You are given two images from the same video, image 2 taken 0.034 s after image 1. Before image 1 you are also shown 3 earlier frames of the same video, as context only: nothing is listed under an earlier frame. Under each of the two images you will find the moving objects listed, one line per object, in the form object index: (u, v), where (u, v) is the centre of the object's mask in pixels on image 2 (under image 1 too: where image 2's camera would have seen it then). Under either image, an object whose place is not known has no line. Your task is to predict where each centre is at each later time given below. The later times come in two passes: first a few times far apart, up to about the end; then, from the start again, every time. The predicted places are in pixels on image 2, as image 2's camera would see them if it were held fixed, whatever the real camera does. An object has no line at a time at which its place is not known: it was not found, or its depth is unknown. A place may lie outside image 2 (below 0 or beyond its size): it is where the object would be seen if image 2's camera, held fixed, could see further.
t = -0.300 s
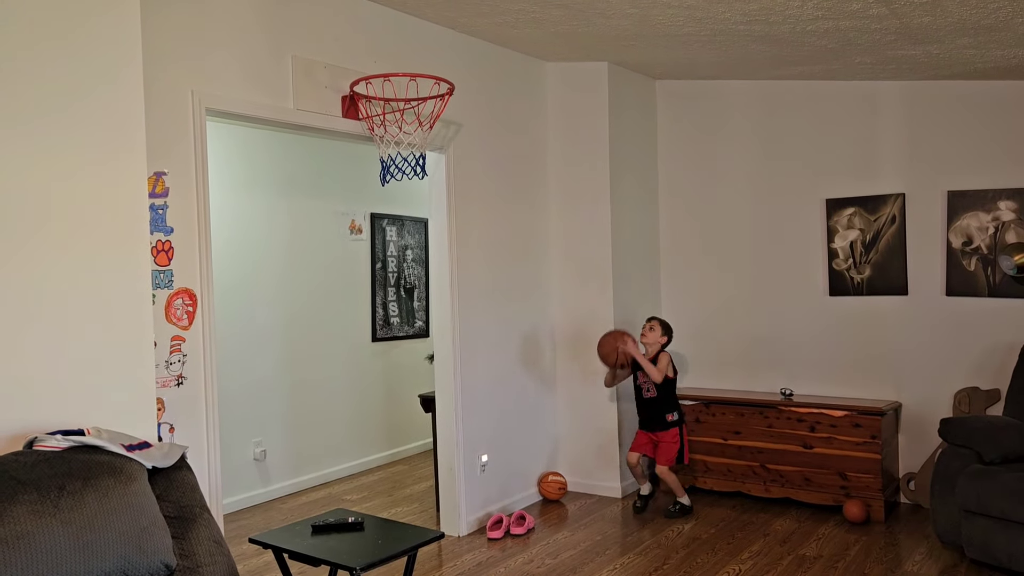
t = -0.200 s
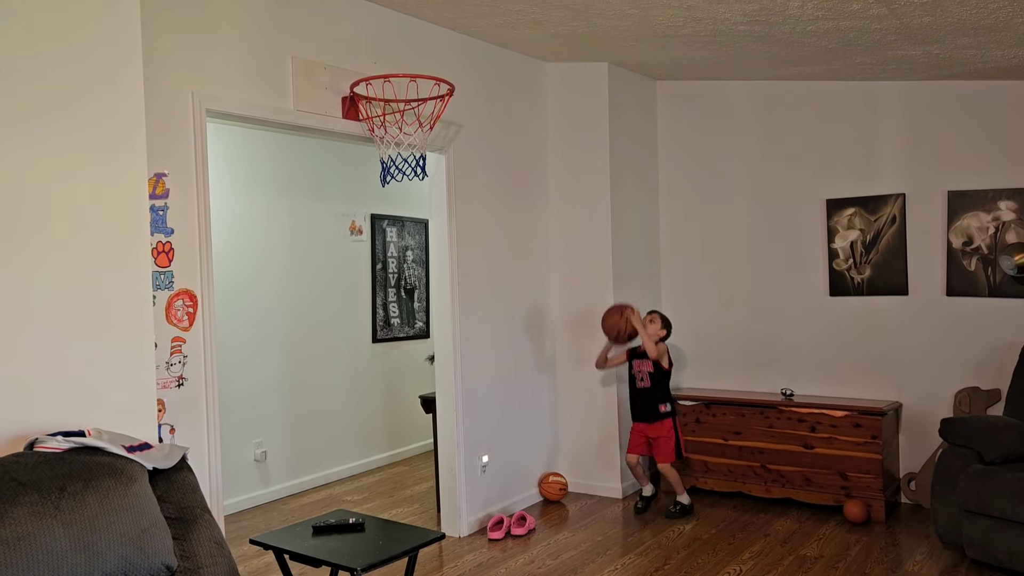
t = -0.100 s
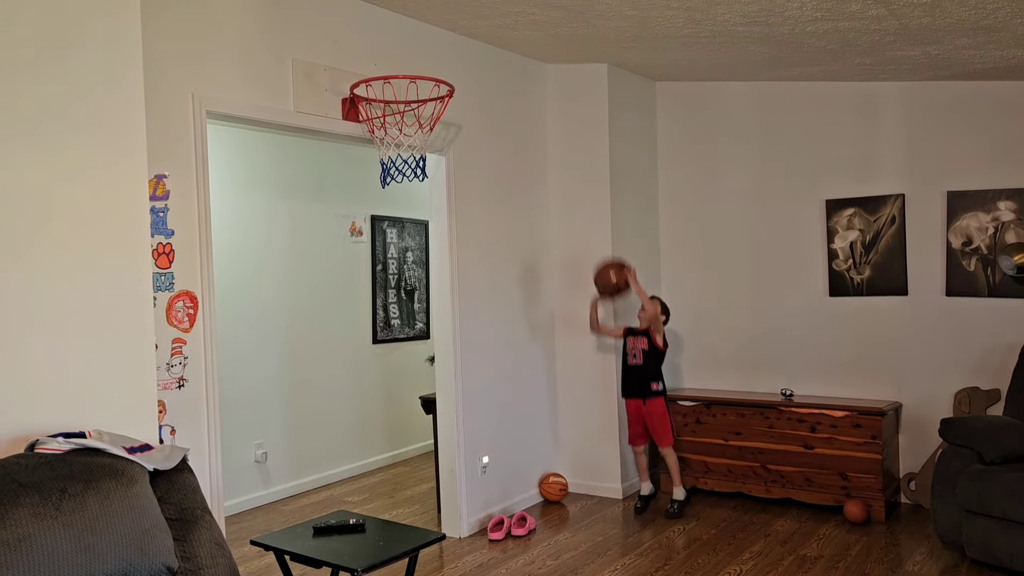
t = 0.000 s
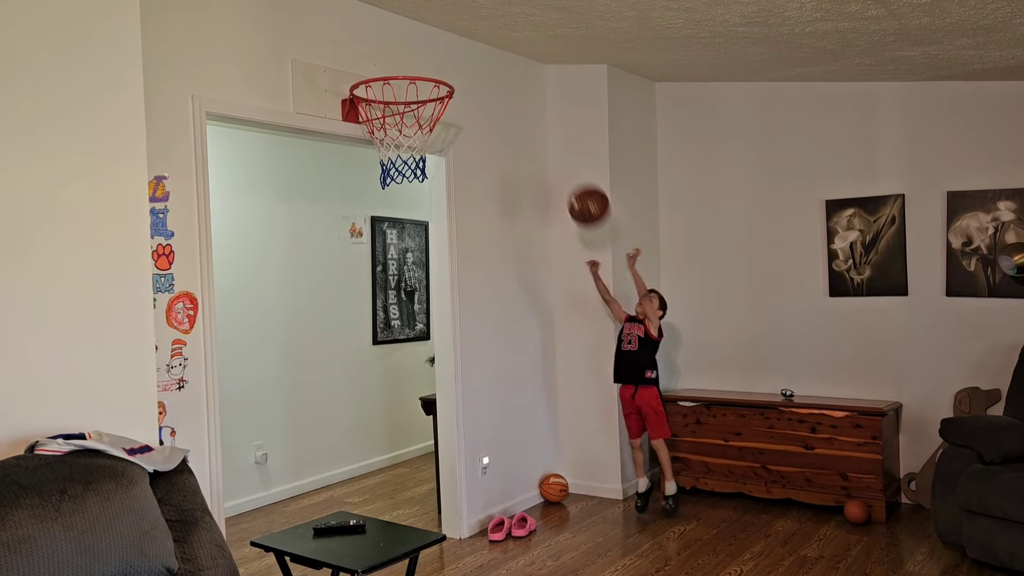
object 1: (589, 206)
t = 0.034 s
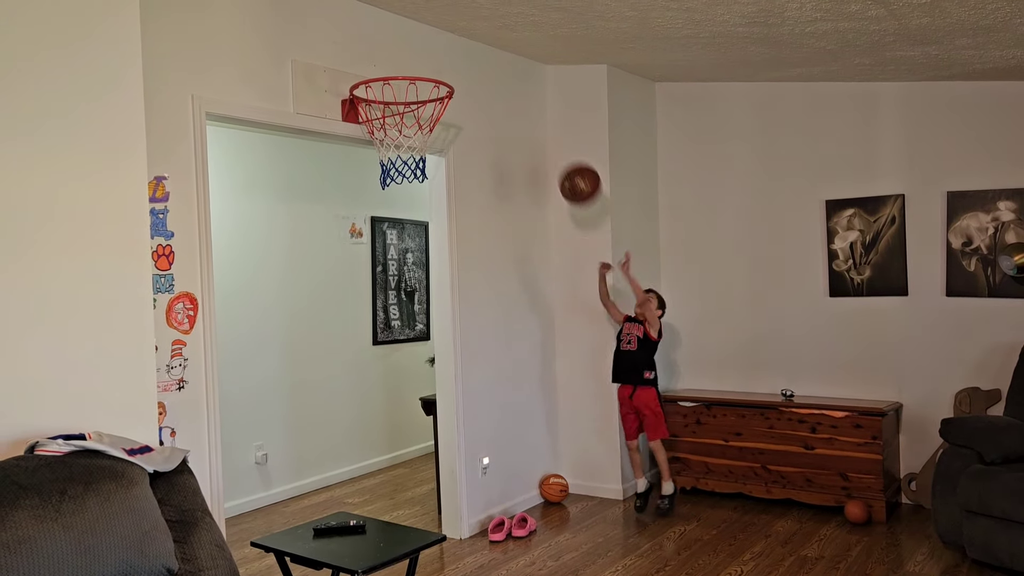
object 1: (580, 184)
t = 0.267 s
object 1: (515, 78)
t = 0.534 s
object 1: (439, 67)
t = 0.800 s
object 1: (413, 75)
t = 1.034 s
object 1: (453, 134)
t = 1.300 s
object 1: (502, 333)
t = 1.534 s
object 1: (540, 503)
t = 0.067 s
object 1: (571, 164)
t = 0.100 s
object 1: (562, 145)
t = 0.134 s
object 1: (553, 128)
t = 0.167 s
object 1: (543, 113)
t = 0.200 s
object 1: (534, 99)
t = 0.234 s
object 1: (525, 87)
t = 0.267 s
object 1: (515, 78)
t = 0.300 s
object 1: (506, 70)
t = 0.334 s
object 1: (497, 64)
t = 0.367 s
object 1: (487, 60)
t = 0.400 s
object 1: (478, 58)
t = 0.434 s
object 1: (468, 59)
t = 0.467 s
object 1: (458, 61)
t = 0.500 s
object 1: (449, 64)
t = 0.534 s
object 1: (439, 67)
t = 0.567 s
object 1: (429, 80)
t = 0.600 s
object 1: (426, 77)
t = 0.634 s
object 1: (423, 71)
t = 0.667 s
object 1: (420, 68)
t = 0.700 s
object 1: (418, 62)
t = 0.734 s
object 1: (415, 68)
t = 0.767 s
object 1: (412, 73)
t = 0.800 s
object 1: (413, 75)
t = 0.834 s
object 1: (418, 77)
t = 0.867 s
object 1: (423, 80)
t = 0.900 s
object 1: (429, 86)
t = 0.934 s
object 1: (435, 94)
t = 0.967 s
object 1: (441, 106)
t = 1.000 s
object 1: (446, 118)
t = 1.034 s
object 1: (453, 134)
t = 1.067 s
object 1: (458, 150)
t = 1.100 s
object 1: (464, 170)
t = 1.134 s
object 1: (470, 191)
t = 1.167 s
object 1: (476, 215)
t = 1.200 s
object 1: (482, 241)
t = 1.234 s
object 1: (489, 269)
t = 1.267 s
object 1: (495, 300)
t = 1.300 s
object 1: (502, 333)
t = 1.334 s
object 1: (508, 368)
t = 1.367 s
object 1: (515, 406)
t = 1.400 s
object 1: (521, 446)
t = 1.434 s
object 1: (527, 487)
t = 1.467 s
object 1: (535, 534)
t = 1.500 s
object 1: (539, 532)
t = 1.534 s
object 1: (540, 503)
